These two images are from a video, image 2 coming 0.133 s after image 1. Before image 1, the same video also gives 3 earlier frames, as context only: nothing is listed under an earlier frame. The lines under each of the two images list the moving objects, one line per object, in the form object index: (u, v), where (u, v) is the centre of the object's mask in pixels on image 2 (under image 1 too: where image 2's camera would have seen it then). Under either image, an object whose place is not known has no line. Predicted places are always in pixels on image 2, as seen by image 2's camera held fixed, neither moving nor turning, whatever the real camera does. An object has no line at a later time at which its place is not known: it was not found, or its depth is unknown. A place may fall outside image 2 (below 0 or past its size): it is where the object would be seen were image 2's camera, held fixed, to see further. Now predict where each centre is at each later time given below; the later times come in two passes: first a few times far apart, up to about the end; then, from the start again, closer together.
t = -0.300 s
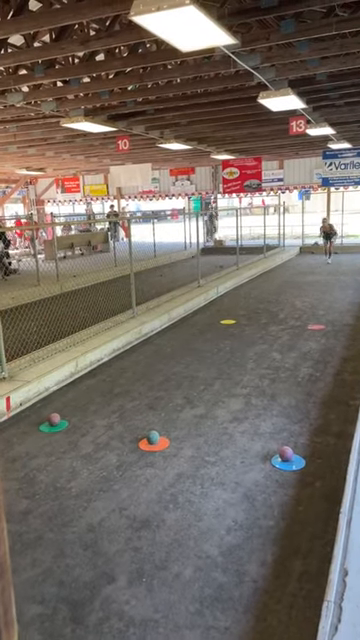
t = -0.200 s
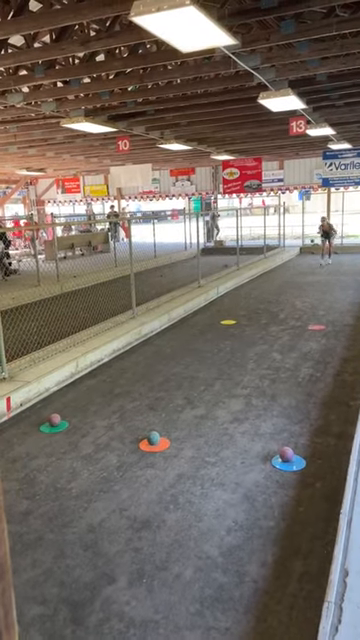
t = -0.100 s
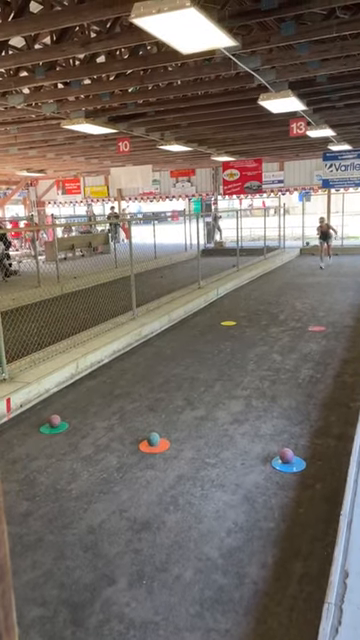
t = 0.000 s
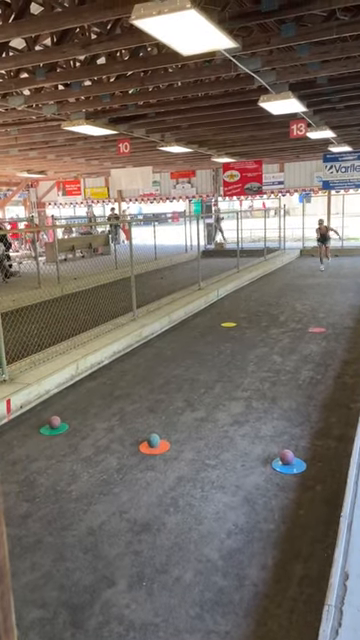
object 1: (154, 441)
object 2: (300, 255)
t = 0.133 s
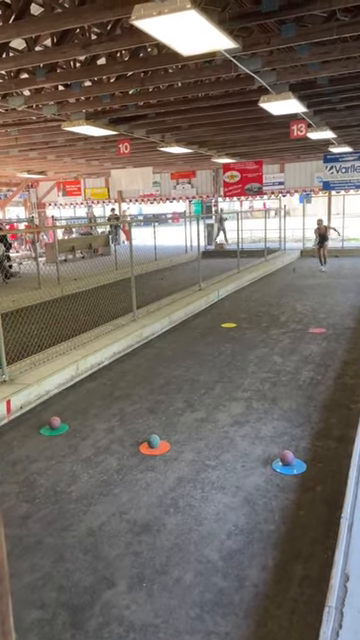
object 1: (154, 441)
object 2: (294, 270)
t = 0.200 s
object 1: (154, 441)
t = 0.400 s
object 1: (154, 441)
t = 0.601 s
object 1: (154, 441)
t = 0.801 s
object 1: (154, 441)
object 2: (230, 367)
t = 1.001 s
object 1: (154, 441)
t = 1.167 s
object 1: (126, 447)
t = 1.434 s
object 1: (18, 470)
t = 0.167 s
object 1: (154, 441)
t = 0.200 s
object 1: (154, 441)
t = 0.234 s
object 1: (154, 441)
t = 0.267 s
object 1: (154, 441)
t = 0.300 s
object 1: (154, 441)
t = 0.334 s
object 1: (154, 441)
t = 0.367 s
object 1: (154, 441)
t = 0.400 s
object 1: (154, 441)
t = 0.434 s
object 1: (154, 441)
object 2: (271, 316)
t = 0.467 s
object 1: (154, 441)
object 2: (268, 323)
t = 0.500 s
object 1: (154, 441)
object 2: (266, 324)
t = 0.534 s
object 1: (154, 441)
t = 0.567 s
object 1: (154, 441)
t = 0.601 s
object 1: (154, 441)
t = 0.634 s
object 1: (154, 441)
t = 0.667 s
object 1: (154, 441)
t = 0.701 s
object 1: (154, 441)
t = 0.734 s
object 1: (154, 441)
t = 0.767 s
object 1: (154, 441)
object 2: (236, 361)
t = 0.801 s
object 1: (154, 441)
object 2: (230, 367)
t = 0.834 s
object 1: (154, 441)
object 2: (225, 373)
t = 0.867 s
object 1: (154, 441)
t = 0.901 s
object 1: (154, 441)
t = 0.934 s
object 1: (154, 441)
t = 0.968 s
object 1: (154, 441)
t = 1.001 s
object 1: (154, 441)
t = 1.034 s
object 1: (154, 441)
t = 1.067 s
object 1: (154, 441)
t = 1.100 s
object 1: (154, 441)
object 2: (169, 436)
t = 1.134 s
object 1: (139, 442)
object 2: (172, 445)
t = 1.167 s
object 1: (126, 447)
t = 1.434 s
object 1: (18, 470)
